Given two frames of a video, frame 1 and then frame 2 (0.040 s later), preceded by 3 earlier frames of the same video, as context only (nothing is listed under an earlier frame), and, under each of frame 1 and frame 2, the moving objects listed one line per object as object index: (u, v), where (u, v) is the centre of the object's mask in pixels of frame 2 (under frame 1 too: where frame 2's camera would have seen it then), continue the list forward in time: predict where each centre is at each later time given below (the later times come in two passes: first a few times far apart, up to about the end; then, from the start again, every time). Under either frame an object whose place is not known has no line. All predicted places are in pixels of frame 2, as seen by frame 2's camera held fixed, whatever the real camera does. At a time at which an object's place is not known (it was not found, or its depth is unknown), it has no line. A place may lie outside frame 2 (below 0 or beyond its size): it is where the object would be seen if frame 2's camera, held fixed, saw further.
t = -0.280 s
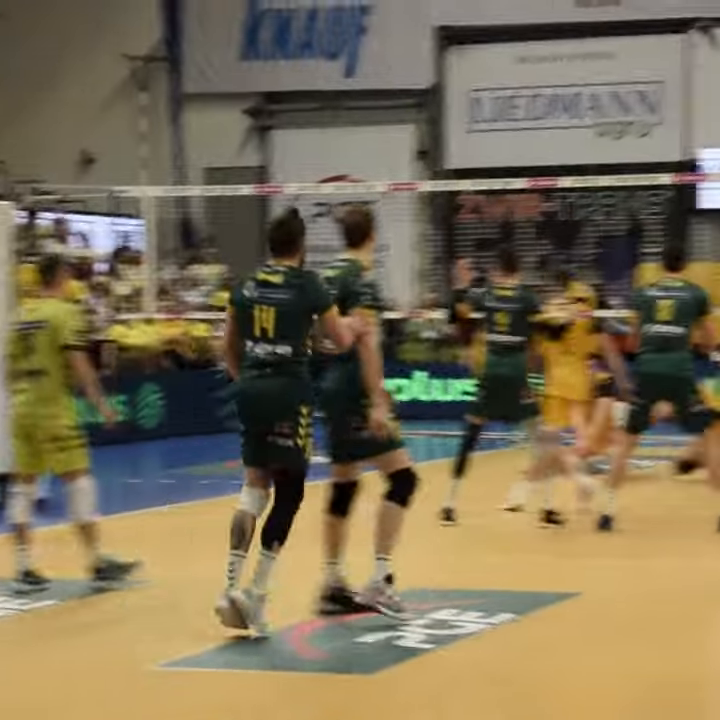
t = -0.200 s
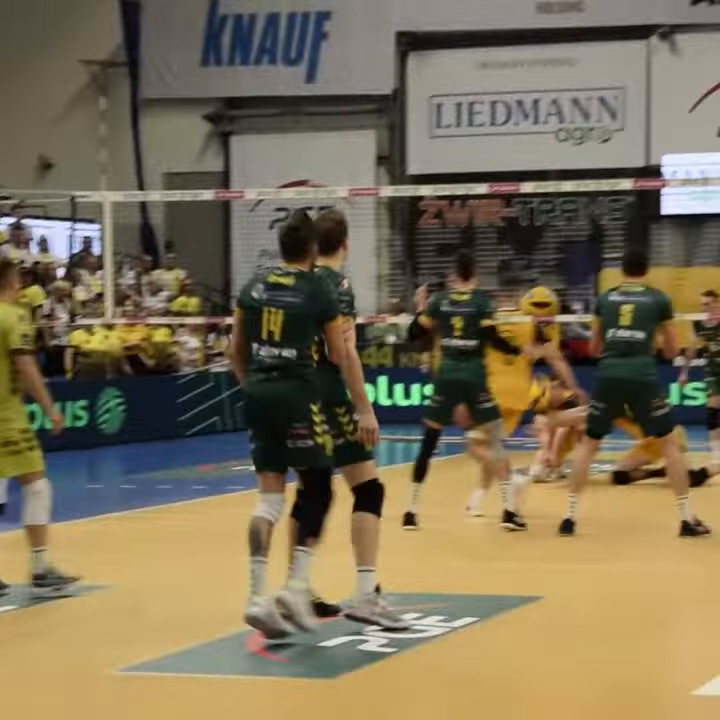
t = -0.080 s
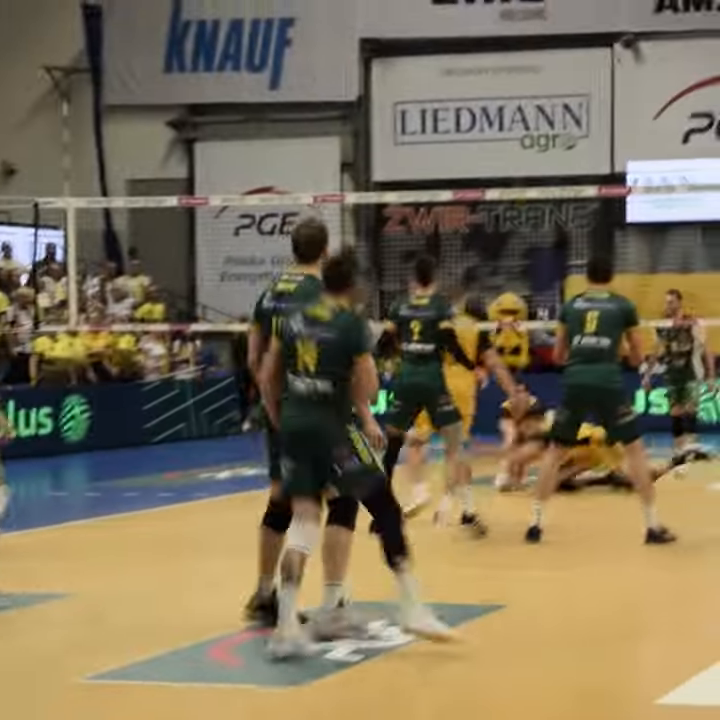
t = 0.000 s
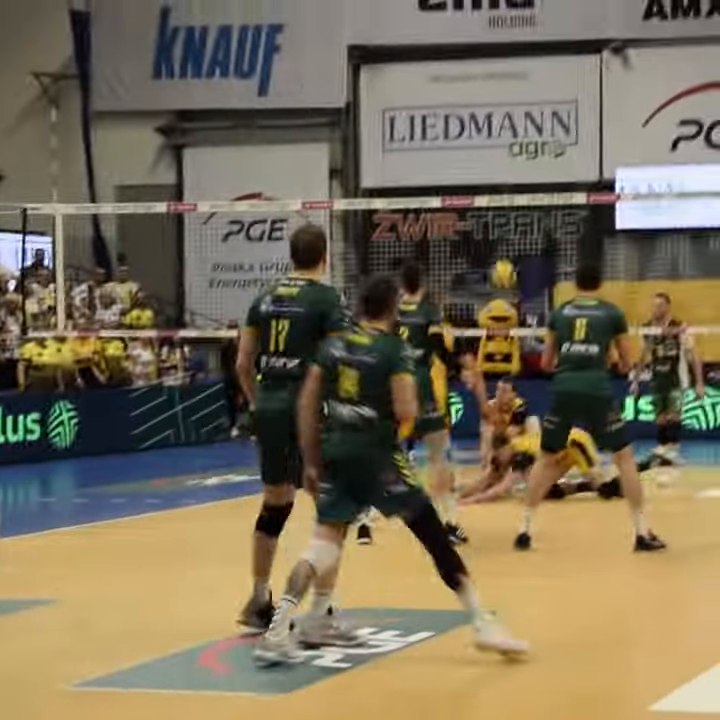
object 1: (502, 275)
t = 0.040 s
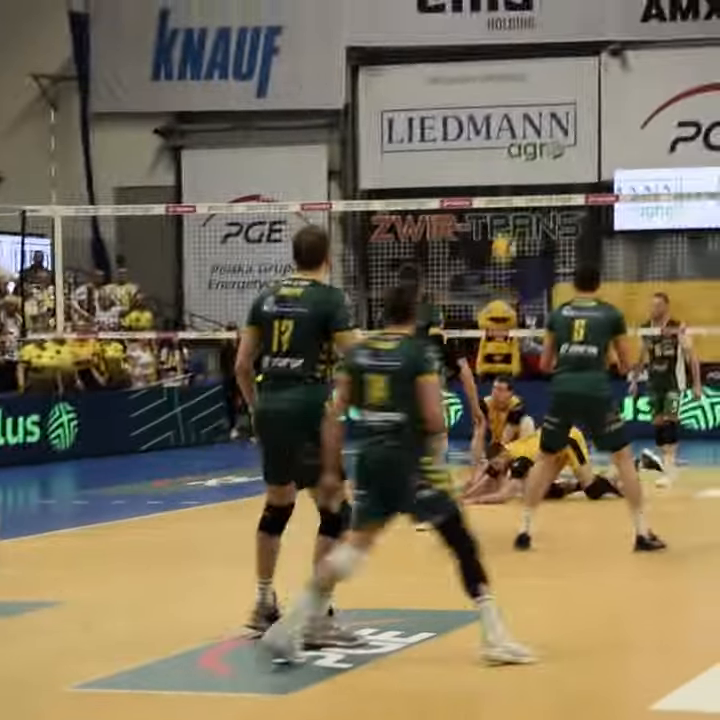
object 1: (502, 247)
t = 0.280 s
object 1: (515, 119)
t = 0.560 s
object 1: (526, 51)
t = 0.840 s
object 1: (534, 72)
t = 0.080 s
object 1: (506, 224)
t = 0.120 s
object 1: (511, 193)
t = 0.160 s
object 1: (511, 179)
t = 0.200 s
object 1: (512, 155)
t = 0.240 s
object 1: (513, 138)
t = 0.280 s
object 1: (515, 119)
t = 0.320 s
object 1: (516, 104)
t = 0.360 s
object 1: (517, 91)
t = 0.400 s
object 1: (518, 80)
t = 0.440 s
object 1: (521, 71)
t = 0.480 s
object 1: (522, 63)
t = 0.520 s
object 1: (524, 54)
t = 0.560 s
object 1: (526, 51)
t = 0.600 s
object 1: (527, 48)
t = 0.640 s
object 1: (528, 47)
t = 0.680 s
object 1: (529, 49)
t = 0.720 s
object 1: (531, 52)
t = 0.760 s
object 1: (532, 57)
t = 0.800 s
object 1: (534, 64)
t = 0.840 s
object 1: (534, 72)
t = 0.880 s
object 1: (535, 83)
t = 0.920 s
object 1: (535, 96)
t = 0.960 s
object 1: (538, 108)
